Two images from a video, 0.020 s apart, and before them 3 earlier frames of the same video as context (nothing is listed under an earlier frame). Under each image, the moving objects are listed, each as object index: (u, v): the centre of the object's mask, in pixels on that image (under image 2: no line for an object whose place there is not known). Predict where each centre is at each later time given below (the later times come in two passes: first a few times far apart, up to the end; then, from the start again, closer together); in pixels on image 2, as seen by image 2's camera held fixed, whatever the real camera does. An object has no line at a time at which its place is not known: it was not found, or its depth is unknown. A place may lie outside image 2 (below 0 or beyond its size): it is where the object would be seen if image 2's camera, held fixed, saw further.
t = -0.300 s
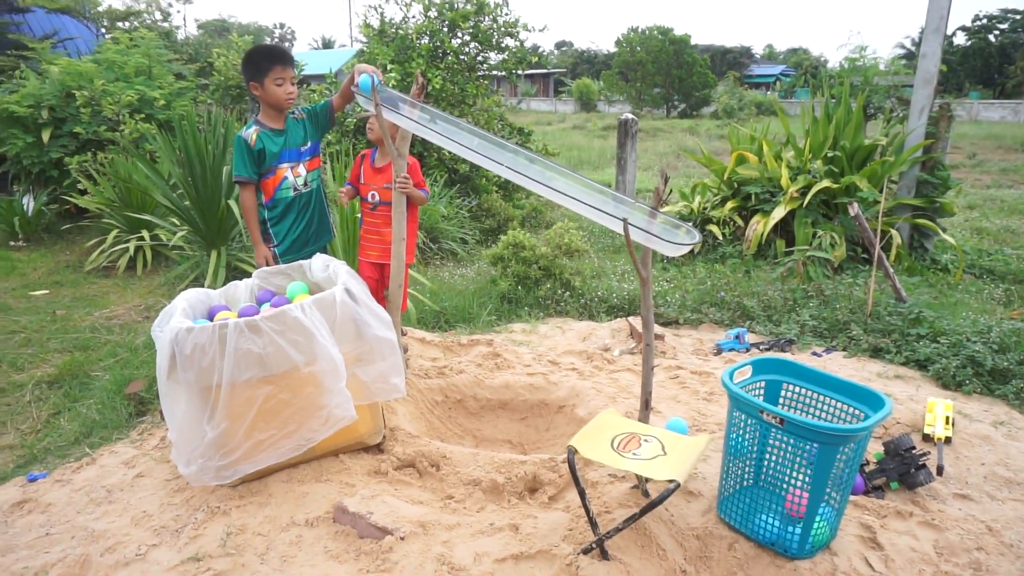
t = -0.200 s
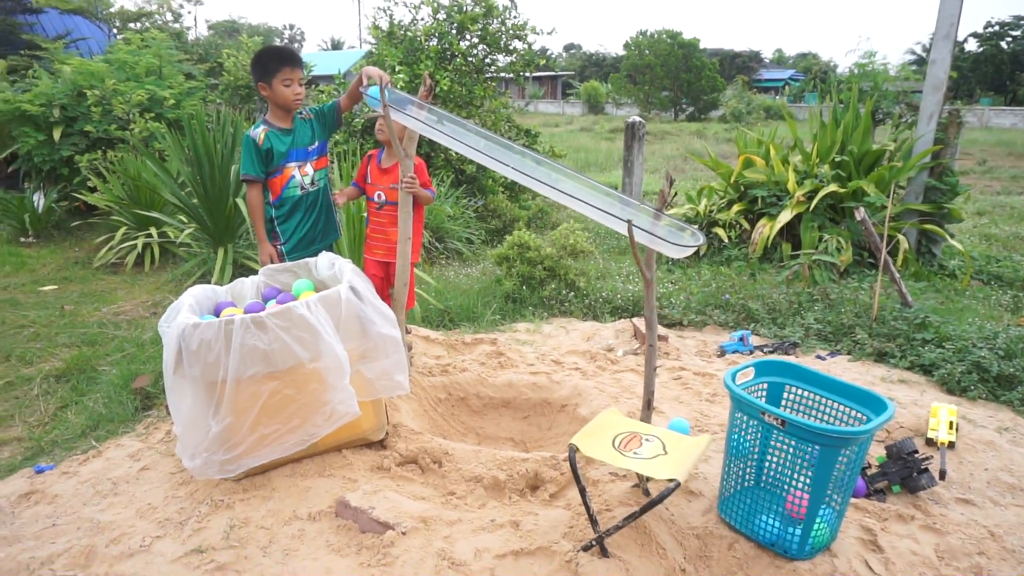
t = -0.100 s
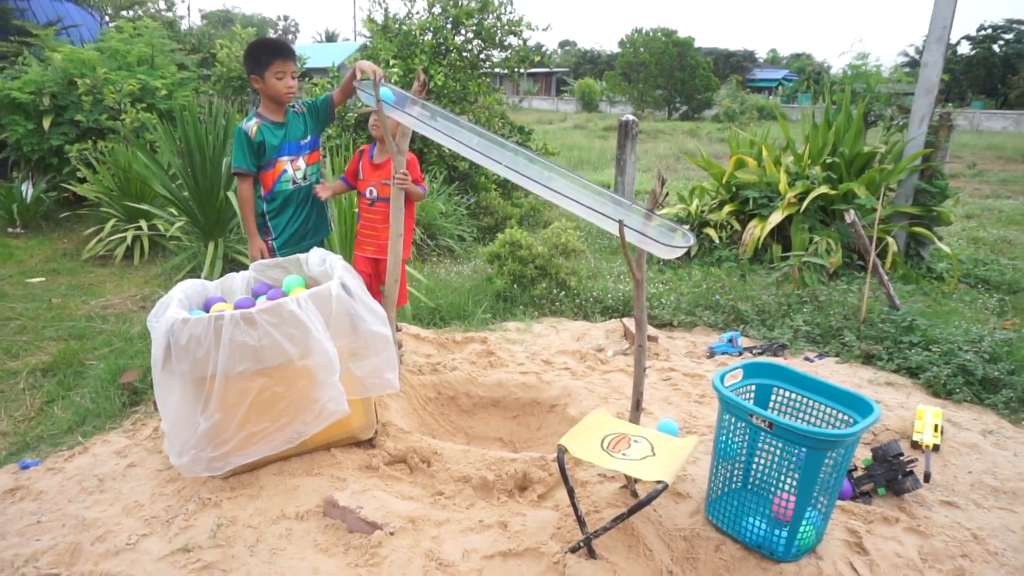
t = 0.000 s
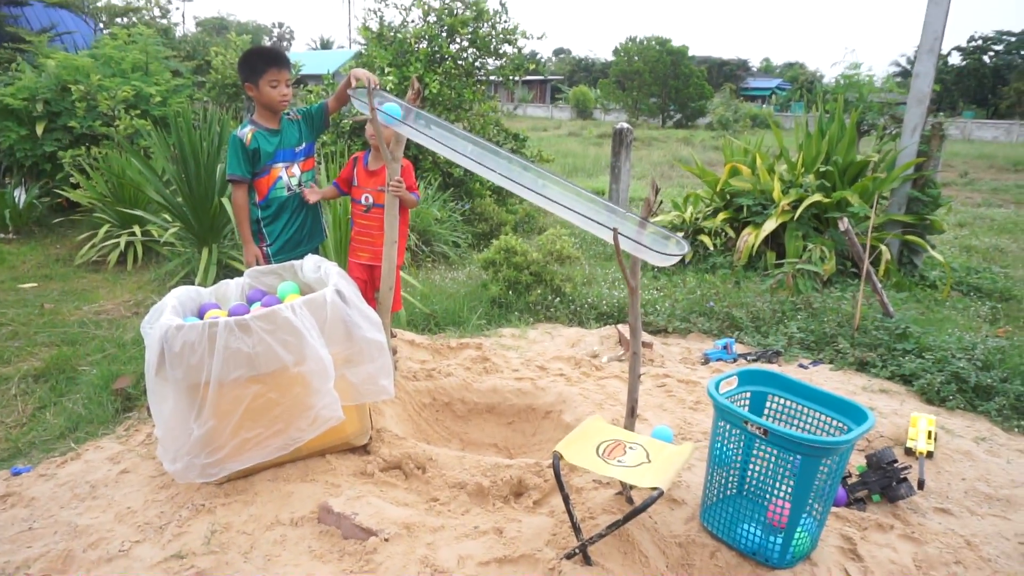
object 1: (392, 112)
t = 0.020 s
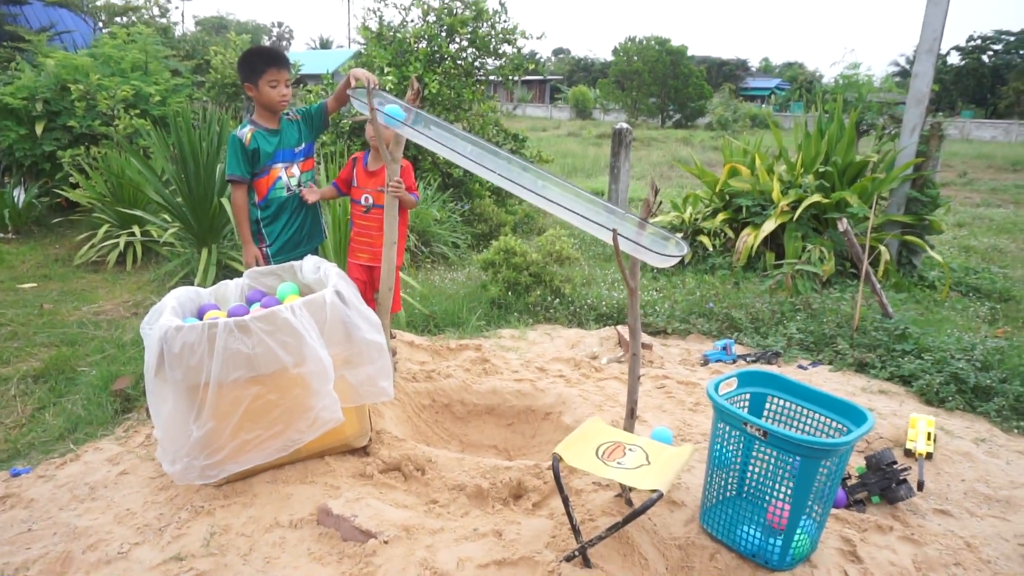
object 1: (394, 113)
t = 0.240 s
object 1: (438, 138)
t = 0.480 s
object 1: (507, 172)
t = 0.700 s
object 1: (600, 220)
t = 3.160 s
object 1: (660, 253)
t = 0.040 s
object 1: (397, 114)
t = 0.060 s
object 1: (399, 115)
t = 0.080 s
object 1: (403, 118)
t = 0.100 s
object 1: (406, 122)
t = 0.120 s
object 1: (410, 123)
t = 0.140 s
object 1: (413, 126)
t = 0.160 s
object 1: (417, 128)
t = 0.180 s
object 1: (422, 131)
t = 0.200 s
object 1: (428, 133)
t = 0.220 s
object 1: (433, 134)
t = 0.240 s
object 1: (438, 138)
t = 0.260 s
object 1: (443, 140)
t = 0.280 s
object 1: (449, 141)
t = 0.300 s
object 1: (454, 144)
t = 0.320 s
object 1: (460, 147)
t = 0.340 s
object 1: (465, 151)
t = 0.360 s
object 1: (470, 154)
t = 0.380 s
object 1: (477, 156)
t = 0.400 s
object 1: (483, 160)
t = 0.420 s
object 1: (489, 163)
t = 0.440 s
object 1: (495, 165)
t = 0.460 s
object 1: (500, 169)
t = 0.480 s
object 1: (507, 172)
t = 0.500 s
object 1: (513, 176)
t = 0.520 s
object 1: (521, 179)
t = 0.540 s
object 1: (529, 182)
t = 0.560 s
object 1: (536, 188)
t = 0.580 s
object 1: (544, 192)
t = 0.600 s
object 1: (552, 196)
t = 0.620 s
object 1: (562, 199)
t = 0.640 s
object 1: (571, 202)
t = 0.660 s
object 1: (580, 208)
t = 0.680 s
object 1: (591, 213)
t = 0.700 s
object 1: (600, 220)
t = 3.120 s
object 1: (659, 253)
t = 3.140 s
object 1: (660, 253)
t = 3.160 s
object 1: (660, 253)
